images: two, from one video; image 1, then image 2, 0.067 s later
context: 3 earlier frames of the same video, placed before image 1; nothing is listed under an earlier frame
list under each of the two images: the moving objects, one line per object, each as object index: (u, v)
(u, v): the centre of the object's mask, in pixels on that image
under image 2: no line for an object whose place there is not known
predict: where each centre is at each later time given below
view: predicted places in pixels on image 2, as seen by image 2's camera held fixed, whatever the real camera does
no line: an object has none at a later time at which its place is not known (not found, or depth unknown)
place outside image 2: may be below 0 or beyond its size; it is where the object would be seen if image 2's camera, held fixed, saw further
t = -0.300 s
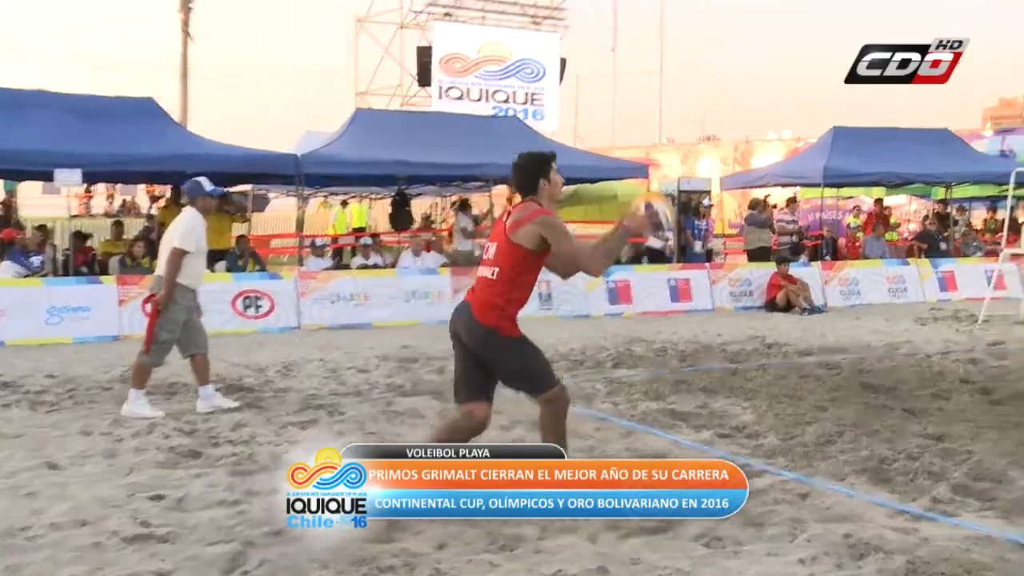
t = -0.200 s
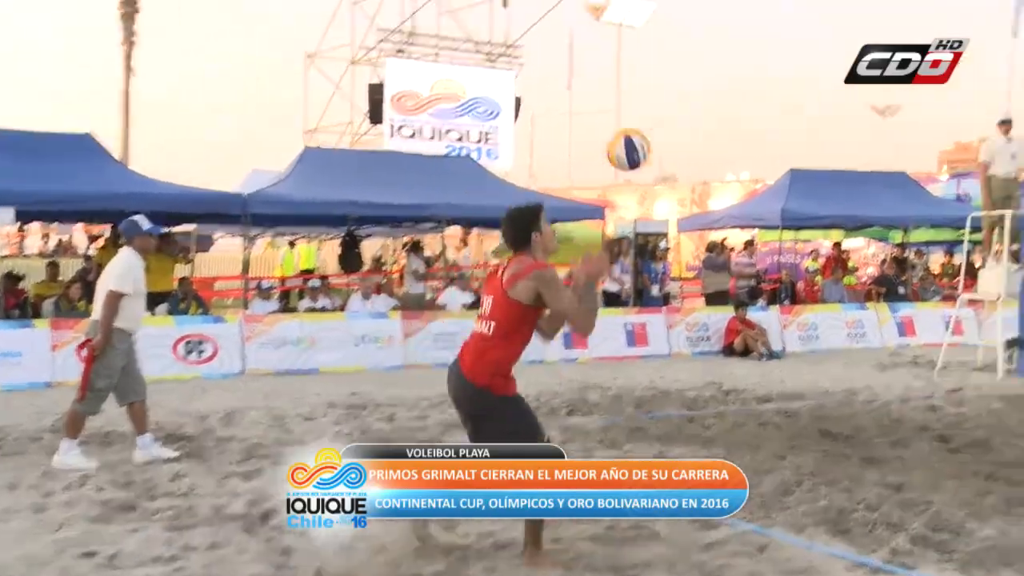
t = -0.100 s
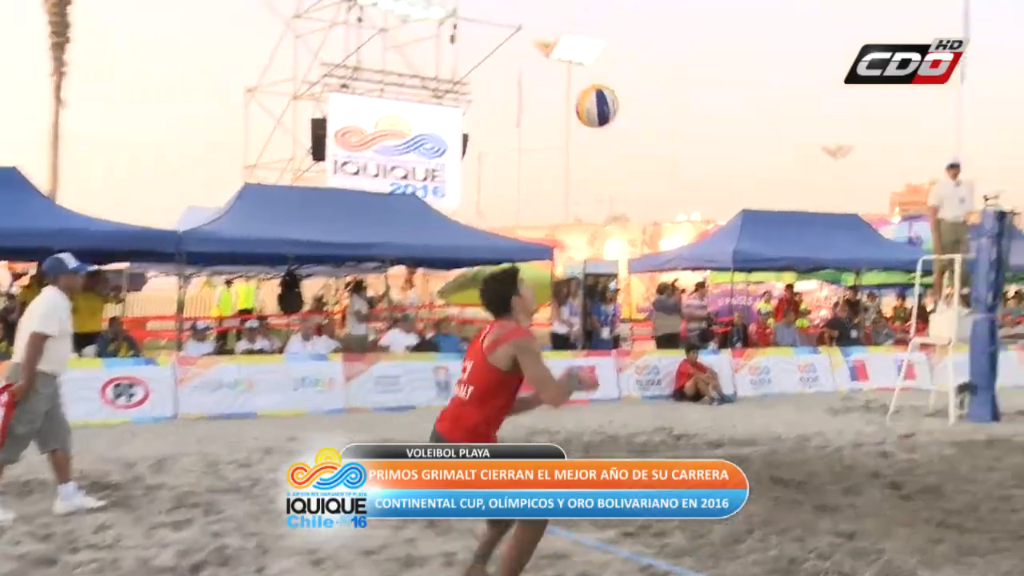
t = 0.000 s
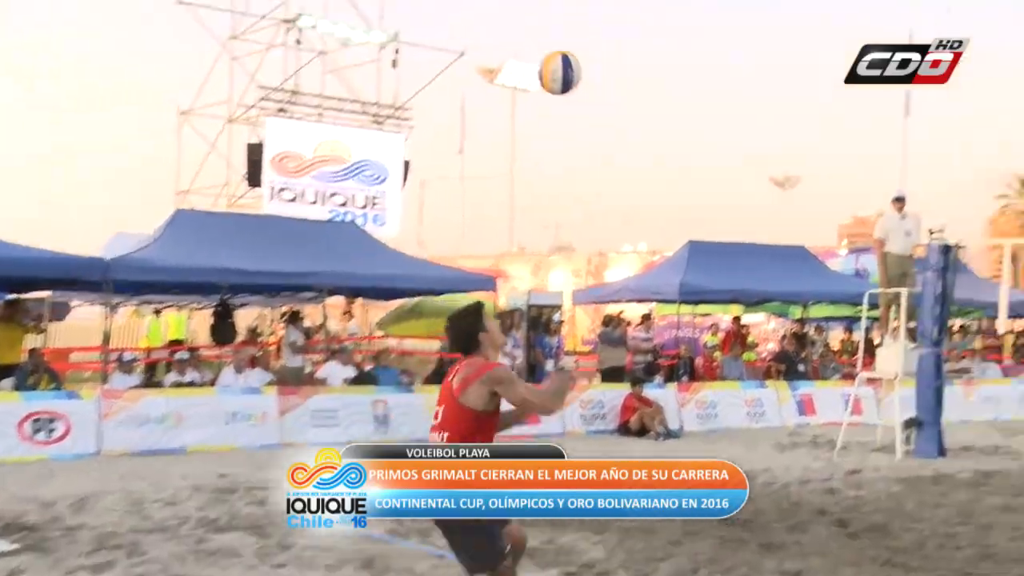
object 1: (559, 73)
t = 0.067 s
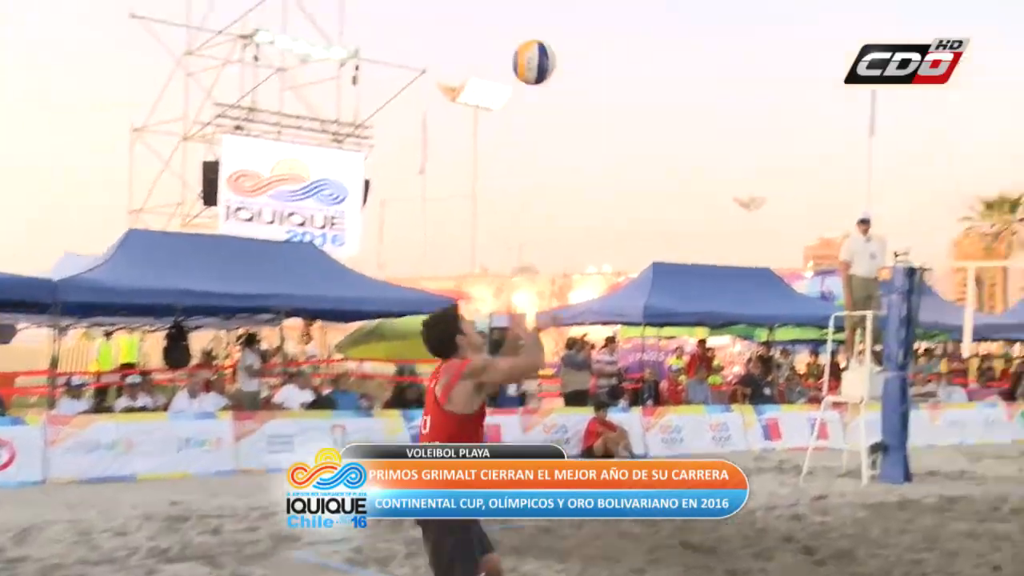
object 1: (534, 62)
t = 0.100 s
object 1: (536, 52)
